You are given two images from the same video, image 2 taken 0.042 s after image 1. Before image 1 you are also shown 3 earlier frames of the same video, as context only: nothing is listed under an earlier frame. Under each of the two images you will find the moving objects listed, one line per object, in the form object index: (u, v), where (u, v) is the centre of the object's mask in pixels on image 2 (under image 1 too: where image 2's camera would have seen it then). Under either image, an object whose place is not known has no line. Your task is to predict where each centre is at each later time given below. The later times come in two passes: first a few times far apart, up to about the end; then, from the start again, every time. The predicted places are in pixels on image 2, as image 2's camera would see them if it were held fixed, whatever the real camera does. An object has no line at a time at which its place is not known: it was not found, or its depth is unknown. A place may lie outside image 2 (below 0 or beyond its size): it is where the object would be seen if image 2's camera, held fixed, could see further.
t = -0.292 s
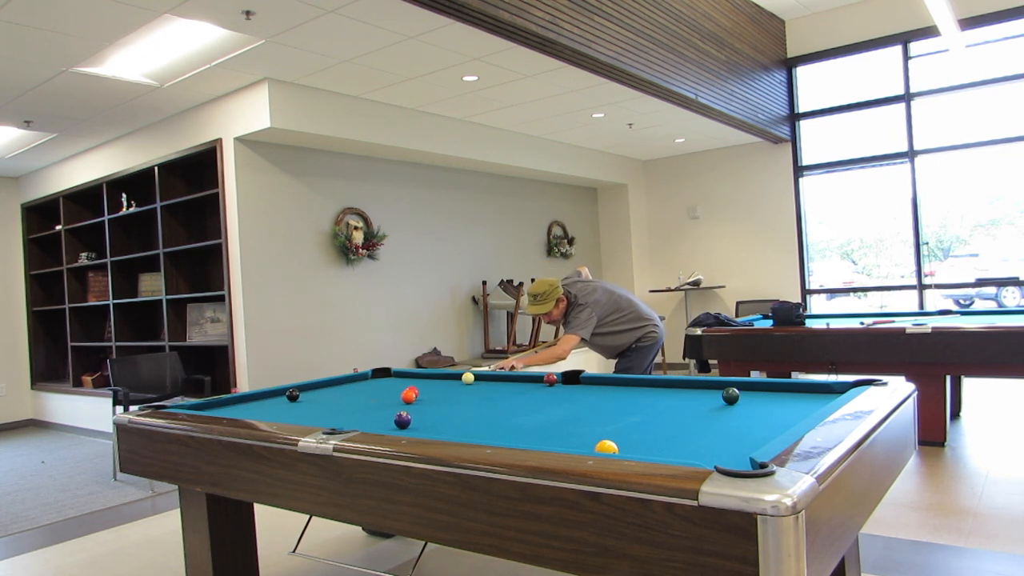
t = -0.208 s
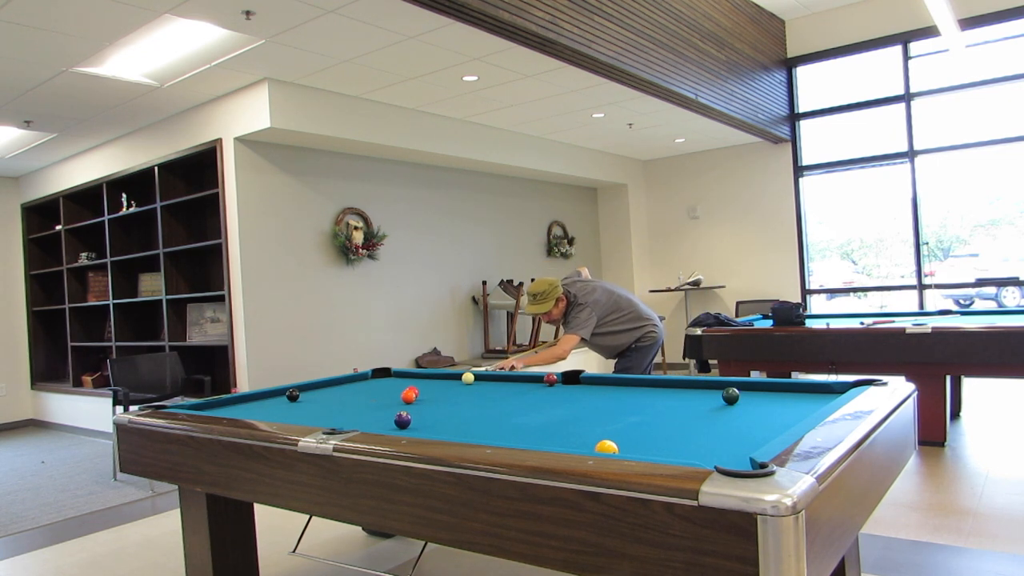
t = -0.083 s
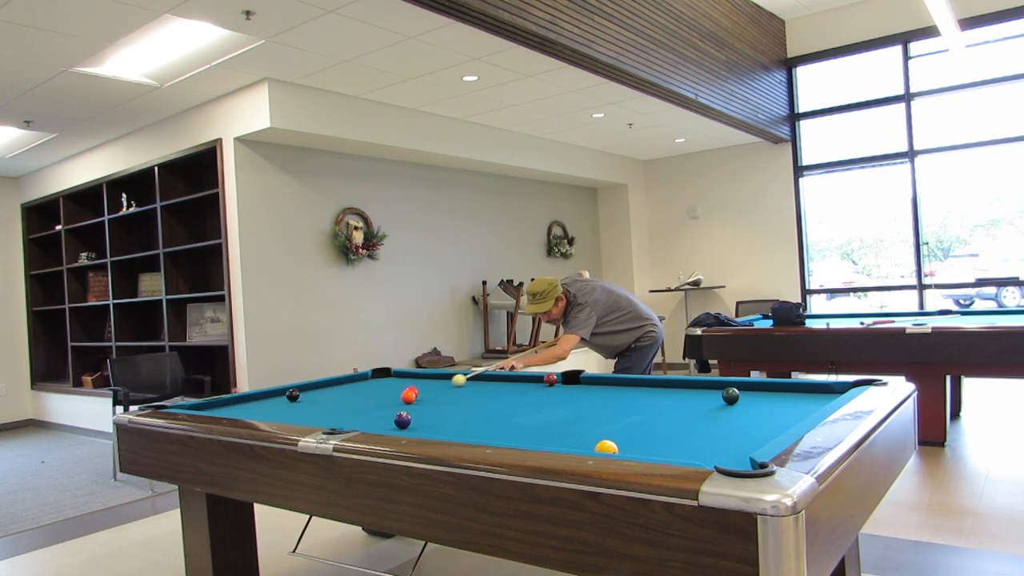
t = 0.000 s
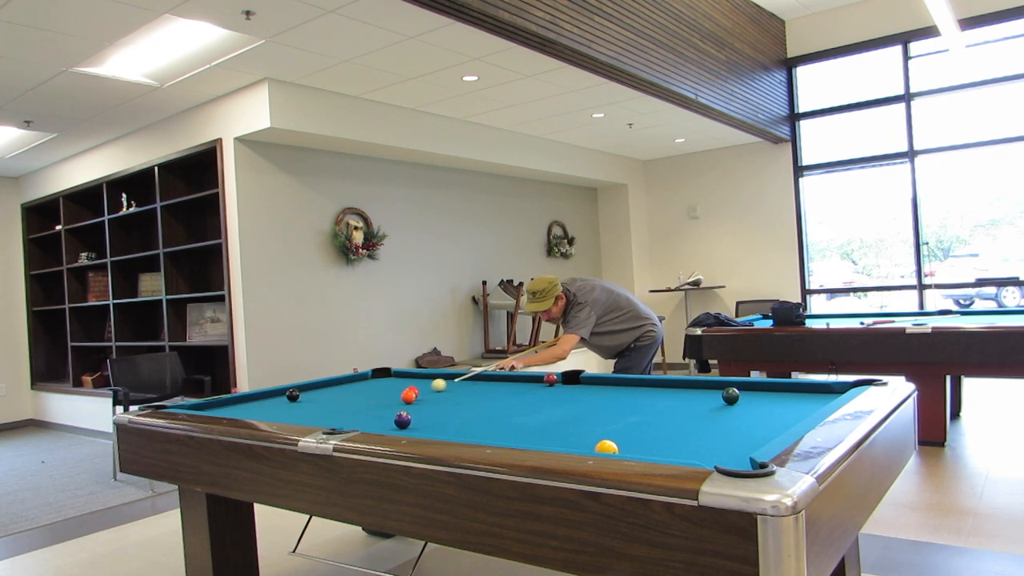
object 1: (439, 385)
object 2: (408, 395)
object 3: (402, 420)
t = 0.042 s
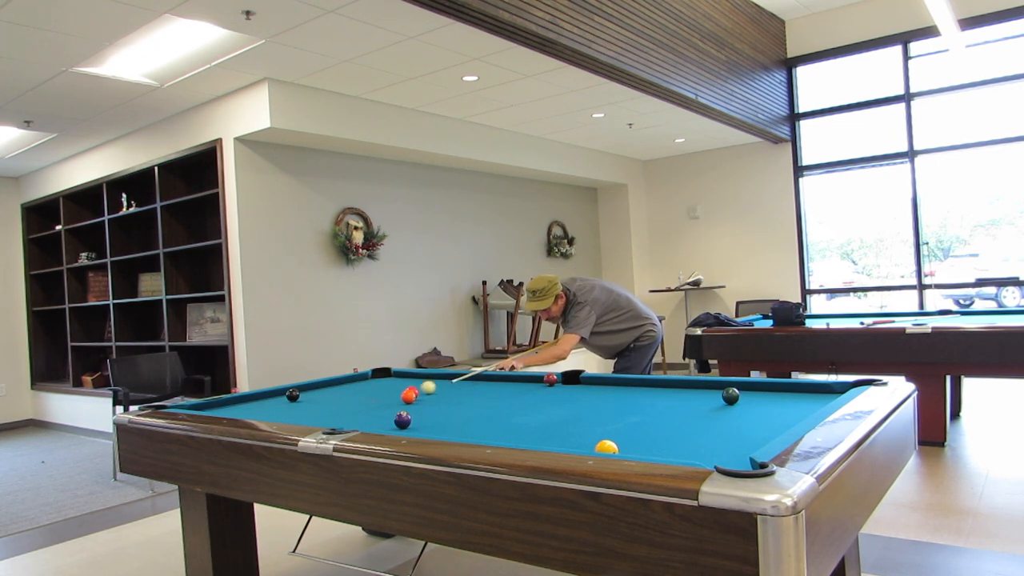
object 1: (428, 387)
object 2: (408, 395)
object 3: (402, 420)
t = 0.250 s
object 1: (373, 395)
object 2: (404, 400)
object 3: (402, 420)
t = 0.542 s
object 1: (292, 405)
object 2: (395, 409)
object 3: (402, 420)
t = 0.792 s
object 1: (220, 411)
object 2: (386, 419)
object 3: (403, 420)
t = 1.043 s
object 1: (240, 408)
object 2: (363, 425)
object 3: (415, 421)
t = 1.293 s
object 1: (257, 402)
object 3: (425, 421)
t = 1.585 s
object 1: (274, 396)
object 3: (436, 421)
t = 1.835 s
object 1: (285, 390)
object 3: (443, 422)
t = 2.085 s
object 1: (299, 387)
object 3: (450, 422)
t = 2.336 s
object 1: (311, 386)
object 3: (456, 422)
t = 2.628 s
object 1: (326, 383)
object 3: (460, 422)
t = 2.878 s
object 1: (339, 382)
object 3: (462, 422)
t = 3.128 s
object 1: (349, 381)
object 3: (463, 422)
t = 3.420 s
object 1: (359, 379)
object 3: (463, 423)
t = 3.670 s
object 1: (367, 379)
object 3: (463, 423)
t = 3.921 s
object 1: (373, 378)
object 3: (463, 422)
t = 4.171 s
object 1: (378, 377)
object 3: (463, 422)
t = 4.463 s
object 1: (382, 377)
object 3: (463, 422)
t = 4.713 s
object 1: (385, 377)
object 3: (463, 422)
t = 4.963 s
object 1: (386, 376)
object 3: (463, 422)
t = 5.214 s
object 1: (386, 376)
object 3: (463, 422)
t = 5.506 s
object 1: (386, 376)
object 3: (463, 422)
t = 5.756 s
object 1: (386, 376)
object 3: (463, 422)
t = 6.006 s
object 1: (386, 376)
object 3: (463, 422)
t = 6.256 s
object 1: (386, 376)
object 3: (463, 423)
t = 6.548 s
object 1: (386, 376)
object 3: (463, 422)
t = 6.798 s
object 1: (386, 376)
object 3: (463, 422)
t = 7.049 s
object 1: (386, 376)
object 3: (463, 422)
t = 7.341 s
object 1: (386, 376)
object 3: (463, 422)
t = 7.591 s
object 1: (386, 376)
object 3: (463, 422)
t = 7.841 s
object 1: (386, 376)
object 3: (463, 422)
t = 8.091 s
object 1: (386, 376)
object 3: (463, 422)
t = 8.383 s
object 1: (386, 376)
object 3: (463, 422)
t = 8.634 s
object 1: (386, 376)
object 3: (463, 422)
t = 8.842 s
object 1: (386, 376)
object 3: (463, 422)
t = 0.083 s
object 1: (420, 388)
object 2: (408, 395)
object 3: (402, 420)
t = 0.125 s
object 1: (403, 388)
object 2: (408, 396)
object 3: (402, 420)
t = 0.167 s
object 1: (395, 392)
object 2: (407, 397)
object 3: (402, 420)
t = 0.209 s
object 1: (384, 394)
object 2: (406, 398)
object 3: (402, 420)
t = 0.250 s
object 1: (373, 395)
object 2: (404, 400)
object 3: (402, 420)
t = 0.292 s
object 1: (362, 397)
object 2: (403, 401)
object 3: (402, 420)
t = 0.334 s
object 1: (350, 398)
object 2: (402, 402)
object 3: (402, 420)
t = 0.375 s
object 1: (339, 399)
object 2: (401, 404)
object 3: (402, 420)
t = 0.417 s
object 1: (327, 401)
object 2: (400, 405)
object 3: (402, 420)
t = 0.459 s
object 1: (316, 402)
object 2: (398, 406)
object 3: (402, 420)
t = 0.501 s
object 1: (304, 404)
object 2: (397, 407)
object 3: (402, 420)
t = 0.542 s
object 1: (292, 405)
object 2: (395, 409)
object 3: (402, 420)
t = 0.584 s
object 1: (280, 407)
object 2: (393, 410)
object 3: (402, 420)
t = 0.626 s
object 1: (268, 408)
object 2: (392, 412)
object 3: (402, 420)
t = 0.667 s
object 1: (256, 409)
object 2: (390, 414)
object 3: (402, 420)
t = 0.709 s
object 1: (243, 410)
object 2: (389, 416)
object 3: (402, 419)
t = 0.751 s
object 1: (231, 411)
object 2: (388, 418)
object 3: (402, 420)
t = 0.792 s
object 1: (220, 411)
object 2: (386, 419)
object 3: (403, 420)
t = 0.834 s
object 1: (224, 410)
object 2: (382, 421)
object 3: (405, 420)
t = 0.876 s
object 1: (227, 410)
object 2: (379, 422)
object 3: (407, 420)
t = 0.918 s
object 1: (230, 410)
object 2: (375, 423)
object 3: (409, 420)
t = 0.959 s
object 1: (233, 409)
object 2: (371, 424)
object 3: (411, 420)
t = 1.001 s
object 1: (236, 408)
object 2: (367, 425)
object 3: (413, 420)
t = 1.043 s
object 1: (240, 408)
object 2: (363, 425)
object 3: (415, 421)
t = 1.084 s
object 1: (243, 407)
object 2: (360, 427)
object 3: (416, 420)
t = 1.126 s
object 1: (245, 406)
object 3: (418, 420)
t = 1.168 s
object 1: (248, 405)
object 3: (420, 421)
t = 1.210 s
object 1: (251, 404)
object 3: (422, 421)
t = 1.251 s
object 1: (254, 403)
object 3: (423, 421)
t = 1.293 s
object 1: (257, 402)
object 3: (425, 421)
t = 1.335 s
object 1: (259, 401)
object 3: (427, 421)
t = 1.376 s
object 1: (262, 400)
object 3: (428, 421)
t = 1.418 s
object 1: (265, 400)
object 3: (430, 421)
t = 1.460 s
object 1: (267, 399)
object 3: (431, 421)
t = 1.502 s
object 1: (269, 398)
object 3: (433, 421)
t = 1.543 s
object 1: (272, 397)
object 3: (434, 421)
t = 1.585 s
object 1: (274, 396)
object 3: (436, 421)
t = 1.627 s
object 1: (276, 396)
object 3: (437, 422)
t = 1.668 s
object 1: (279, 395)
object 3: (438, 422)
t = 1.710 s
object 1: (280, 394)
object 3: (440, 422)
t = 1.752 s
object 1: (282, 393)
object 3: (441, 422)
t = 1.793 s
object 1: (283, 392)
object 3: (442, 422)
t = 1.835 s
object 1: (285, 390)
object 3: (443, 422)
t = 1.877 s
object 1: (287, 390)
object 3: (445, 422)
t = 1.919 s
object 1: (290, 388)
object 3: (446, 422)
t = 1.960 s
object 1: (293, 388)
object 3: (447, 422)
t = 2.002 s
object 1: (296, 387)
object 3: (448, 422)
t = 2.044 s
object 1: (298, 387)
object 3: (449, 422)
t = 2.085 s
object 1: (299, 387)
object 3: (450, 422)
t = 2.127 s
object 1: (301, 387)
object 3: (451, 422)
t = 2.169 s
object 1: (302, 387)
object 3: (452, 422)
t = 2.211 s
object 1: (304, 387)
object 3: (453, 422)
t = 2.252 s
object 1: (306, 386)
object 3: (454, 422)
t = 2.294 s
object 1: (309, 386)
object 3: (455, 422)
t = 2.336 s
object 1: (311, 386)
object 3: (456, 422)
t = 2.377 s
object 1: (313, 385)
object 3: (456, 422)
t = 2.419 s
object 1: (316, 385)
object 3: (457, 422)
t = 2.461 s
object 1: (318, 385)
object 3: (458, 422)
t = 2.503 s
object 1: (320, 384)
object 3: (458, 423)
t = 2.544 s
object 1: (322, 384)
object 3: (459, 423)
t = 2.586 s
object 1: (325, 384)
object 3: (459, 422)
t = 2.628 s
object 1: (326, 383)
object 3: (460, 422)
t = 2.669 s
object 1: (329, 383)
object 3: (460, 423)
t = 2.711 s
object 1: (331, 383)
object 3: (461, 422)
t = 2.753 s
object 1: (333, 383)
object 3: (461, 422)
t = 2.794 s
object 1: (335, 382)
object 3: (462, 422)
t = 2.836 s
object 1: (337, 382)
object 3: (462, 422)
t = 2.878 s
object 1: (339, 382)
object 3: (462, 422)
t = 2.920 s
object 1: (340, 382)
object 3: (463, 422)
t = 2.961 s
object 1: (342, 382)
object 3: (463, 422)
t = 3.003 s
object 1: (344, 381)
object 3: (463, 422)
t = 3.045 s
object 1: (346, 381)
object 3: (463, 422)
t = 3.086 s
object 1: (347, 381)
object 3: (463, 422)
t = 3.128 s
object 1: (349, 381)
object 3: (463, 422)
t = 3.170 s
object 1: (350, 381)
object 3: (463, 422)
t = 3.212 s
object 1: (352, 380)
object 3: (463, 422)
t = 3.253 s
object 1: (354, 380)
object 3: (463, 422)
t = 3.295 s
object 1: (355, 380)
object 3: (463, 422)
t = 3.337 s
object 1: (356, 380)
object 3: (463, 423)
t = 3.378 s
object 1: (358, 380)
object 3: (463, 423)
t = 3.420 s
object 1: (359, 379)
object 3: (463, 423)
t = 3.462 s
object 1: (361, 379)
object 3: (463, 423)
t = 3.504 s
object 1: (362, 379)
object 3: (463, 423)
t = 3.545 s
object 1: (363, 379)
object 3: (463, 422)
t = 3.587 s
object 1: (364, 379)
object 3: (463, 423)
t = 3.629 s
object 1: (366, 379)
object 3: (463, 423)
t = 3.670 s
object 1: (367, 379)
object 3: (463, 423)
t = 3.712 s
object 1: (368, 378)
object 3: (463, 423)
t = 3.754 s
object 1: (369, 378)
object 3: (463, 423)
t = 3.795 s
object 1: (370, 378)
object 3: (463, 422)
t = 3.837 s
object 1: (371, 378)
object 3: (463, 422)
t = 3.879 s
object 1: (372, 378)
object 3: (463, 422)
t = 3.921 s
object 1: (373, 378)
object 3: (463, 422)
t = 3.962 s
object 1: (374, 378)
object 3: (463, 422)
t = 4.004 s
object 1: (375, 378)
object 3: (463, 422)
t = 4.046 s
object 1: (376, 378)
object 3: (463, 422)
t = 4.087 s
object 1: (376, 378)
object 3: (463, 422)
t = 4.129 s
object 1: (377, 377)
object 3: (463, 422)
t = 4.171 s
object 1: (378, 377)
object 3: (463, 422)
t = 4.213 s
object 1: (379, 377)
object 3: (463, 422)
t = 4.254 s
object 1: (379, 377)
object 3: (463, 422)
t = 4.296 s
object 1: (380, 377)
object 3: (463, 422)
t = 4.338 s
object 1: (381, 377)
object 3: (463, 422)
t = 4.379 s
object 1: (381, 377)
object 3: (463, 422)
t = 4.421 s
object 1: (382, 377)
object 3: (463, 422)
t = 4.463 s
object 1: (382, 377)
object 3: (463, 422)
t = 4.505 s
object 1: (383, 377)
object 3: (463, 422)
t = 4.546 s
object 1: (383, 377)
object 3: (463, 422)
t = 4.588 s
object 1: (384, 377)
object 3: (463, 422)
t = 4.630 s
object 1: (384, 377)
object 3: (463, 422)
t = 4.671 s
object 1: (384, 377)
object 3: (463, 422)
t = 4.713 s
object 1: (385, 377)
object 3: (463, 422)
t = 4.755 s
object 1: (385, 377)
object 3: (463, 422)
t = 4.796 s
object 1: (385, 377)
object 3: (463, 422)
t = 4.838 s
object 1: (386, 377)
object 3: (463, 422)
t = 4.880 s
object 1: (386, 376)
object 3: (463, 422)
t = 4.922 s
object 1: (386, 376)
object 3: (463, 422)
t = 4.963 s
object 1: (386, 376)
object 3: (463, 422)
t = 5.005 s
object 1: (386, 376)
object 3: (463, 422)
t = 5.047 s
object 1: (386, 376)
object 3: (463, 422)
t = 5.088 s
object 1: (386, 376)
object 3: (463, 422)
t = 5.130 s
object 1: (386, 376)
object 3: (463, 422)
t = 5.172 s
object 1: (386, 376)
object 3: (463, 422)
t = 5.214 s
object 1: (386, 376)
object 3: (463, 422)
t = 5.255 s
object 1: (386, 376)
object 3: (463, 422)
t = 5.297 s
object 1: (386, 376)
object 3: (463, 422)
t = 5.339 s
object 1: (386, 376)
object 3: (463, 422)
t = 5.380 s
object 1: (386, 376)
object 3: (463, 422)
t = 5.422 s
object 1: (386, 376)
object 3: (463, 422)
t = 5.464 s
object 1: (386, 376)
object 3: (463, 422)
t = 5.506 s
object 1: (386, 376)
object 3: (463, 422)
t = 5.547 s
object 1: (386, 376)
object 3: (463, 422)
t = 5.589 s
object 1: (386, 376)
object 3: (463, 422)
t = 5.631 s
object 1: (386, 376)
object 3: (463, 422)
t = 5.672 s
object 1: (386, 376)
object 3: (463, 422)
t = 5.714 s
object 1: (386, 376)
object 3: (463, 422)
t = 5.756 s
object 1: (386, 376)
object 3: (463, 422)
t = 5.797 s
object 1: (386, 376)
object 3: (463, 422)
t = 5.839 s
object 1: (386, 376)
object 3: (463, 422)
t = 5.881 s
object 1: (386, 376)
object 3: (463, 422)
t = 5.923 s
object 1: (386, 376)
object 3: (463, 422)
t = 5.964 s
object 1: (386, 376)
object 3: (463, 422)
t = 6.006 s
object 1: (386, 376)
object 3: (463, 422)
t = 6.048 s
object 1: (386, 376)
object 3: (463, 422)
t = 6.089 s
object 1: (386, 376)
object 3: (463, 422)
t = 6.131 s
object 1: (386, 376)
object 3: (463, 423)
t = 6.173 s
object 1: (386, 376)
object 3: (463, 423)
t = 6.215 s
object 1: (386, 376)
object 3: (463, 423)
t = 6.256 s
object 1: (386, 376)
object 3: (463, 423)
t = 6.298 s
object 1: (386, 376)
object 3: (463, 423)
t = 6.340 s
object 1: (386, 376)
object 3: (463, 423)
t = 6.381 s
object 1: (386, 376)
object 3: (463, 423)
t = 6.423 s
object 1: (386, 376)
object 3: (463, 423)
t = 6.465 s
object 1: (386, 376)
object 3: (463, 422)
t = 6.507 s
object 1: (386, 376)
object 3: (463, 422)
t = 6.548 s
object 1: (386, 376)
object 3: (463, 422)
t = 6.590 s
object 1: (386, 376)
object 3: (463, 422)
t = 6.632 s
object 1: (386, 376)
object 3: (463, 422)
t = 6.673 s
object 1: (386, 376)
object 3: (463, 422)
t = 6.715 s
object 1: (386, 376)
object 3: (463, 422)
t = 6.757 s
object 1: (386, 376)
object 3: (463, 422)
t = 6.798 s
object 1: (386, 376)
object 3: (463, 422)
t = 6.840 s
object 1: (386, 376)
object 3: (463, 422)
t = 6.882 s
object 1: (386, 376)
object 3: (463, 422)
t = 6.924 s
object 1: (386, 376)
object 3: (463, 422)
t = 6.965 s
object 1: (386, 376)
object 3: (463, 422)
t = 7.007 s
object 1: (386, 376)
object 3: (463, 422)
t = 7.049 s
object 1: (386, 376)
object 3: (463, 422)
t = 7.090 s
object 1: (386, 376)
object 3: (463, 422)
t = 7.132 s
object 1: (386, 376)
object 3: (463, 422)
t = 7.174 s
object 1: (386, 376)
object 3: (463, 422)
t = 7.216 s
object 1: (386, 376)
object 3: (463, 422)
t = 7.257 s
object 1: (386, 376)
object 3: (463, 422)
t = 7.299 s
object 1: (386, 376)
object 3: (463, 422)
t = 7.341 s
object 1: (386, 376)
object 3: (463, 422)
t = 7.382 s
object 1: (386, 376)
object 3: (463, 422)
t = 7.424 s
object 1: (386, 376)
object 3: (463, 422)
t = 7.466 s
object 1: (386, 376)
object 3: (463, 422)
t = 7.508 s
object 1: (386, 376)
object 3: (463, 422)
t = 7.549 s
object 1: (386, 376)
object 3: (463, 422)
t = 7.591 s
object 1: (386, 376)
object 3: (463, 422)
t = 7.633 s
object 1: (386, 376)
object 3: (463, 422)
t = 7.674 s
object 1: (386, 376)
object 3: (463, 422)
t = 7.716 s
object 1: (386, 376)
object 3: (463, 422)
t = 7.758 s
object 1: (386, 376)
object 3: (463, 422)
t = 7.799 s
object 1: (386, 376)
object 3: (463, 422)
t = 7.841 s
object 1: (386, 376)
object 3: (463, 422)
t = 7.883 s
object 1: (386, 376)
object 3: (463, 422)
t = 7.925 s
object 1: (386, 376)
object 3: (463, 422)
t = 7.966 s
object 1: (386, 376)
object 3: (463, 422)
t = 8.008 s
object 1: (386, 376)
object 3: (463, 422)
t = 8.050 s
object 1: (386, 376)
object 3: (463, 422)
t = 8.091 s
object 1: (386, 376)
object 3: (463, 422)
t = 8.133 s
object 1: (386, 376)
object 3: (463, 422)
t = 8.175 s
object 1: (386, 376)
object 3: (463, 422)
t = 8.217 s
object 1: (386, 376)
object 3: (463, 422)
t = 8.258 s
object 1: (386, 376)
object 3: (463, 422)
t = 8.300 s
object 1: (386, 376)
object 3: (463, 422)
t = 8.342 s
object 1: (386, 376)
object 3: (463, 422)
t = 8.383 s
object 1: (386, 376)
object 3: (463, 422)
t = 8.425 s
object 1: (386, 376)
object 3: (463, 422)
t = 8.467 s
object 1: (386, 376)
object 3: (463, 422)
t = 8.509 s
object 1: (386, 376)
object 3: (463, 422)
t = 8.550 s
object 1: (386, 376)
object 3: (463, 422)
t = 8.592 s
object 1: (386, 376)
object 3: (463, 422)
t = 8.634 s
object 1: (386, 376)
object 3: (463, 422)
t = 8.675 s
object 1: (386, 376)
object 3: (463, 422)
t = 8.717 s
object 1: (386, 376)
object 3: (463, 422)
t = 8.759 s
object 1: (386, 376)
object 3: (463, 422)
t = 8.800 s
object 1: (386, 376)
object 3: (463, 422)
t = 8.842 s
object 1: (386, 376)
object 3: (463, 422)
